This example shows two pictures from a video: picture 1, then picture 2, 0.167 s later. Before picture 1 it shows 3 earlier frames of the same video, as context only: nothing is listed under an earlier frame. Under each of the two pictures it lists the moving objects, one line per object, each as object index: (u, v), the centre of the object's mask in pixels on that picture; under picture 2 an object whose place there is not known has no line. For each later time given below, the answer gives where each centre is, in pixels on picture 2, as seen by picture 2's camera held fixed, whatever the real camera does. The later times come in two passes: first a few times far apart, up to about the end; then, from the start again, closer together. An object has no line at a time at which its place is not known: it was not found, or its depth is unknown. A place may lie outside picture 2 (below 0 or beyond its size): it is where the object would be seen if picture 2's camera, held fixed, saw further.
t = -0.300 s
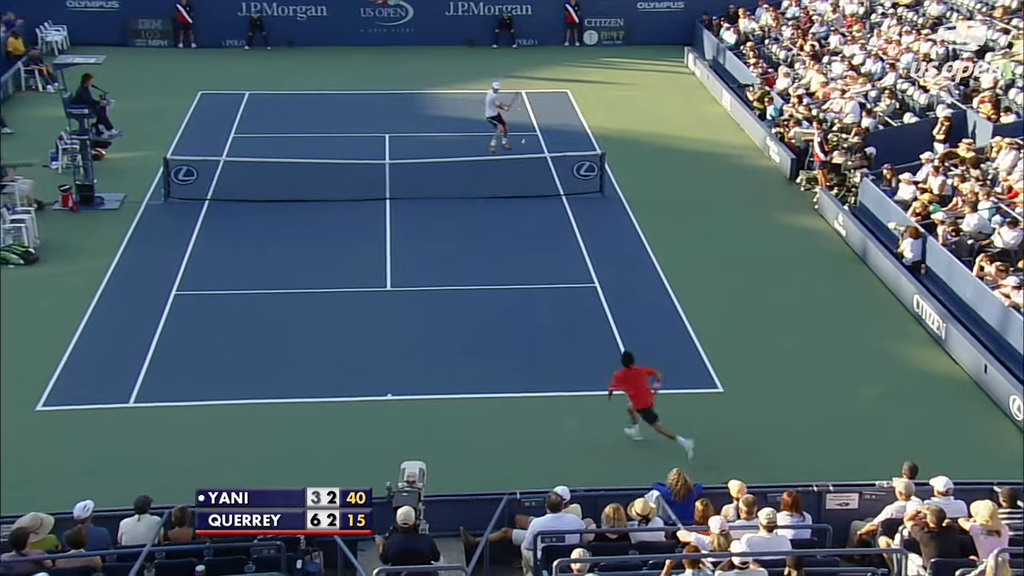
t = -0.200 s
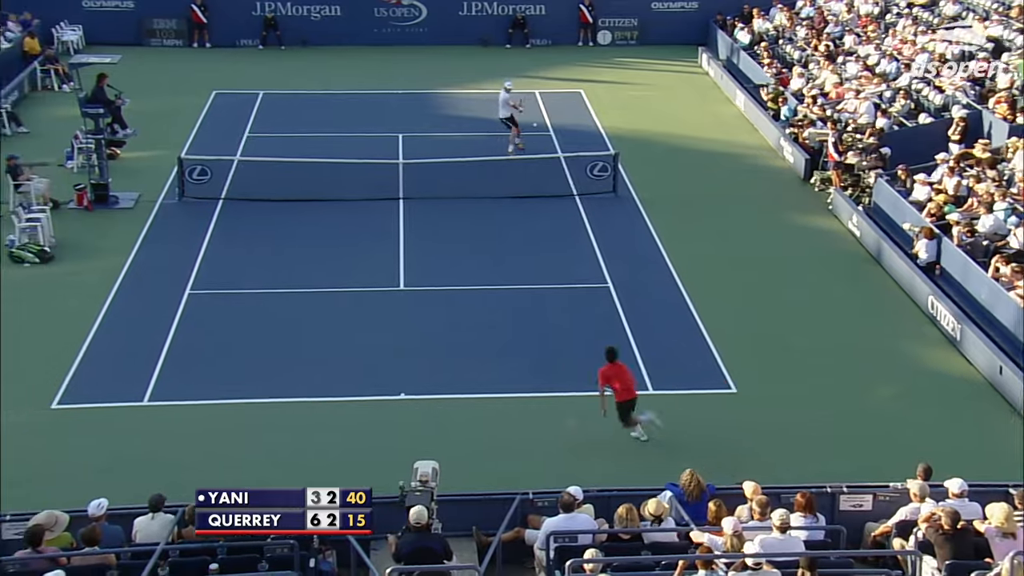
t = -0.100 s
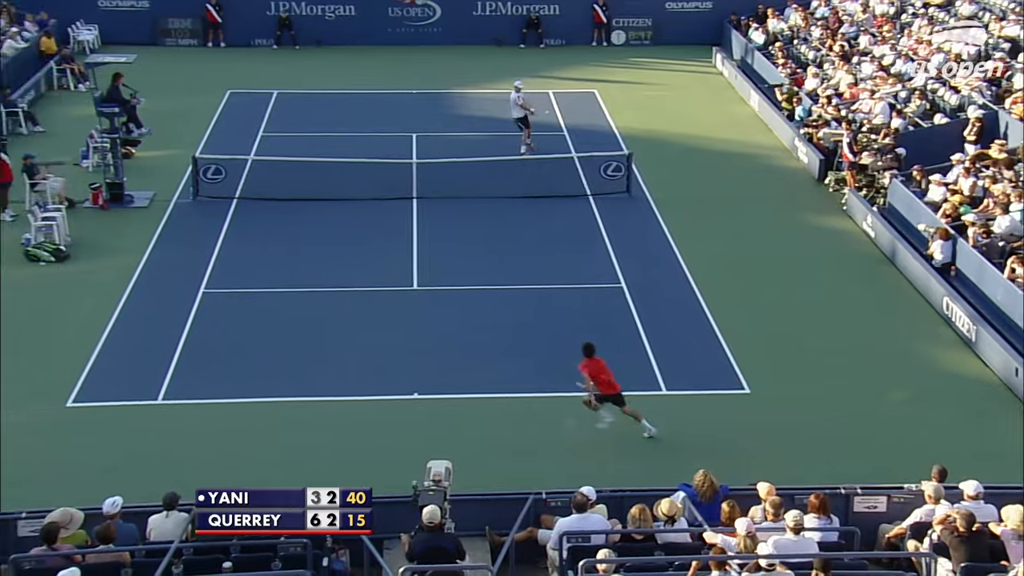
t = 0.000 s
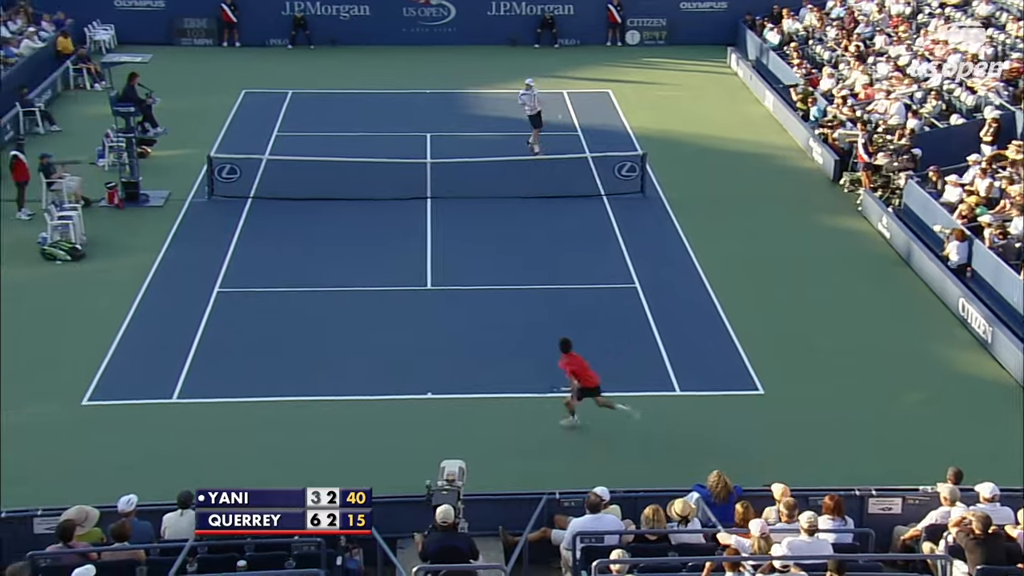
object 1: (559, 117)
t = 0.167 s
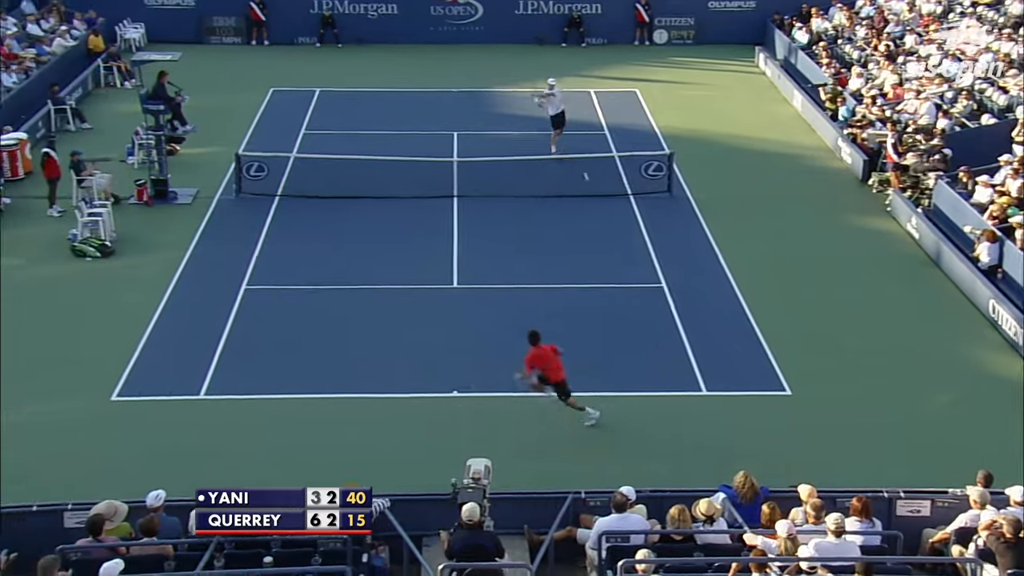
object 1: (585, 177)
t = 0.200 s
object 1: (586, 191)
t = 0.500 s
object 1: (591, 299)
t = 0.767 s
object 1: (601, 350)
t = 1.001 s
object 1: (608, 450)
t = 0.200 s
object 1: (586, 191)
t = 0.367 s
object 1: (591, 281)
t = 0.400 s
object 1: (592, 294)
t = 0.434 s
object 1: (592, 295)
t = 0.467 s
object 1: (591, 297)
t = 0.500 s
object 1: (591, 299)
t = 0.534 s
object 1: (594, 301)
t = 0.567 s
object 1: (595, 306)
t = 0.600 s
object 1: (596, 311)
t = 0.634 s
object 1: (597, 317)
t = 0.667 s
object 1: (597, 324)
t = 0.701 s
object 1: (599, 332)
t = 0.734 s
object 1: (600, 341)
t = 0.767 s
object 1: (601, 350)
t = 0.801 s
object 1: (602, 361)
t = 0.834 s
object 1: (603, 373)
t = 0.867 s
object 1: (604, 386)
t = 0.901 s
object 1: (605, 400)
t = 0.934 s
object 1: (605, 414)
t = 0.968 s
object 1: (607, 431)
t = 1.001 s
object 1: (608, 450)
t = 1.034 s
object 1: (609, 468)
